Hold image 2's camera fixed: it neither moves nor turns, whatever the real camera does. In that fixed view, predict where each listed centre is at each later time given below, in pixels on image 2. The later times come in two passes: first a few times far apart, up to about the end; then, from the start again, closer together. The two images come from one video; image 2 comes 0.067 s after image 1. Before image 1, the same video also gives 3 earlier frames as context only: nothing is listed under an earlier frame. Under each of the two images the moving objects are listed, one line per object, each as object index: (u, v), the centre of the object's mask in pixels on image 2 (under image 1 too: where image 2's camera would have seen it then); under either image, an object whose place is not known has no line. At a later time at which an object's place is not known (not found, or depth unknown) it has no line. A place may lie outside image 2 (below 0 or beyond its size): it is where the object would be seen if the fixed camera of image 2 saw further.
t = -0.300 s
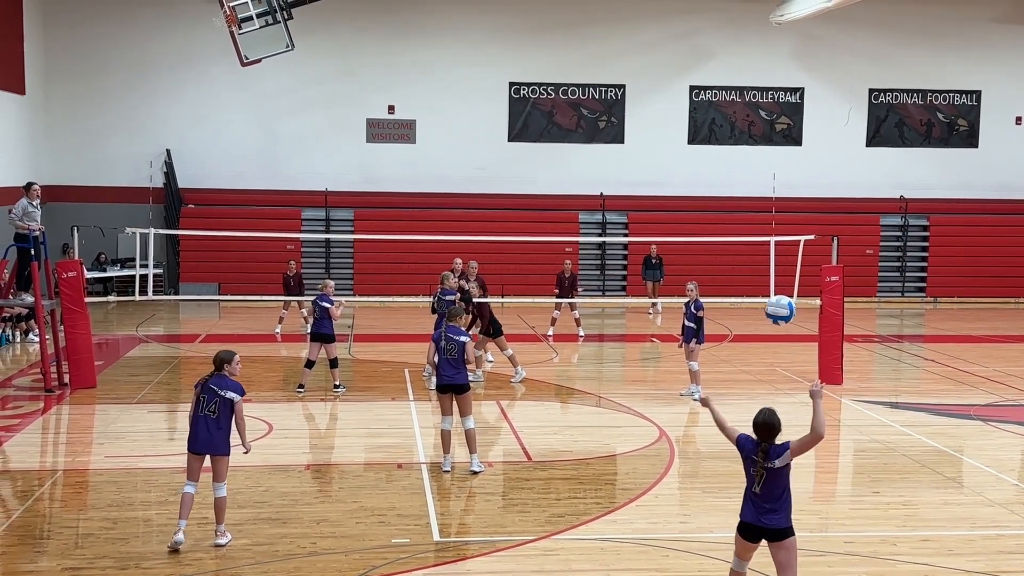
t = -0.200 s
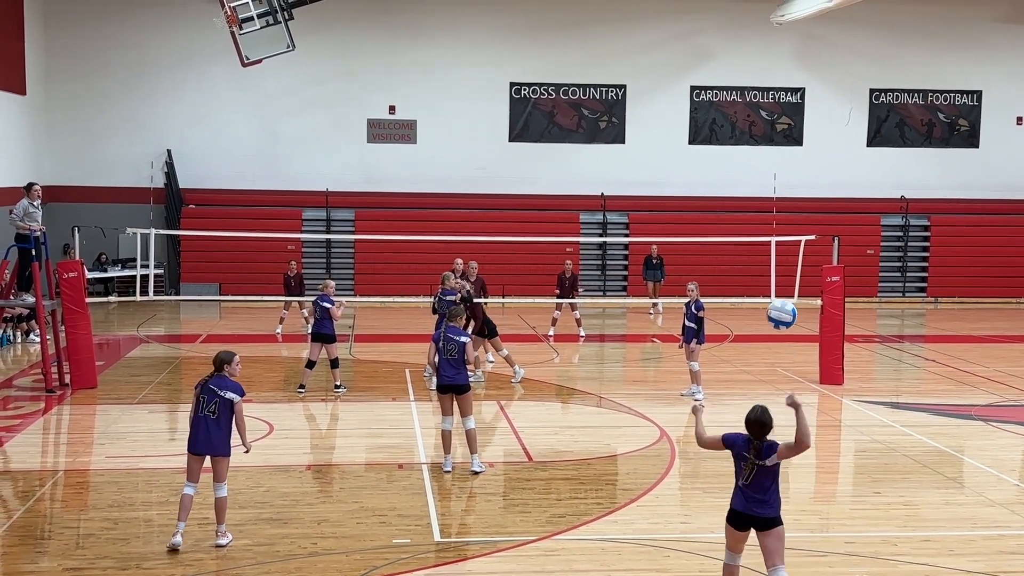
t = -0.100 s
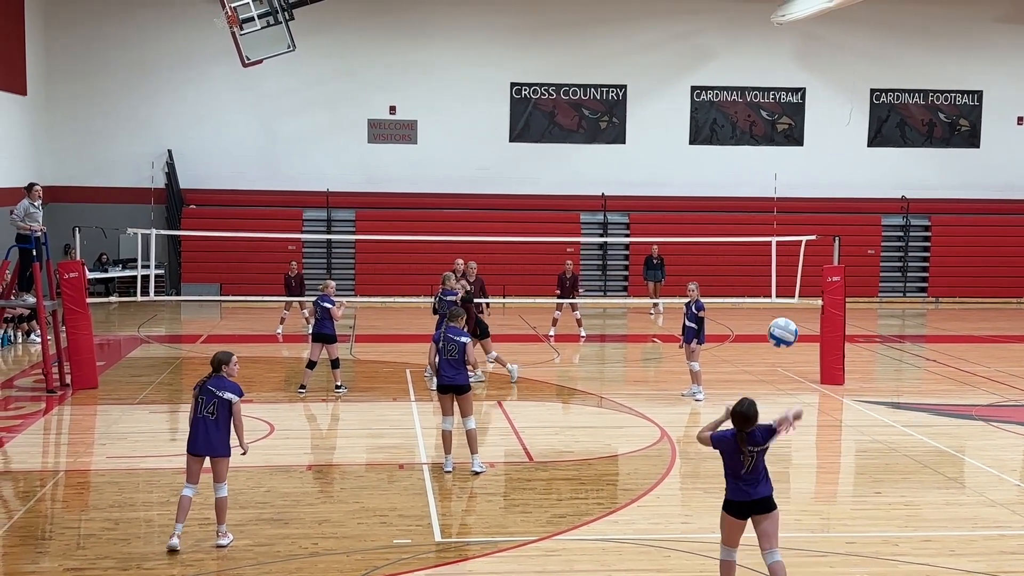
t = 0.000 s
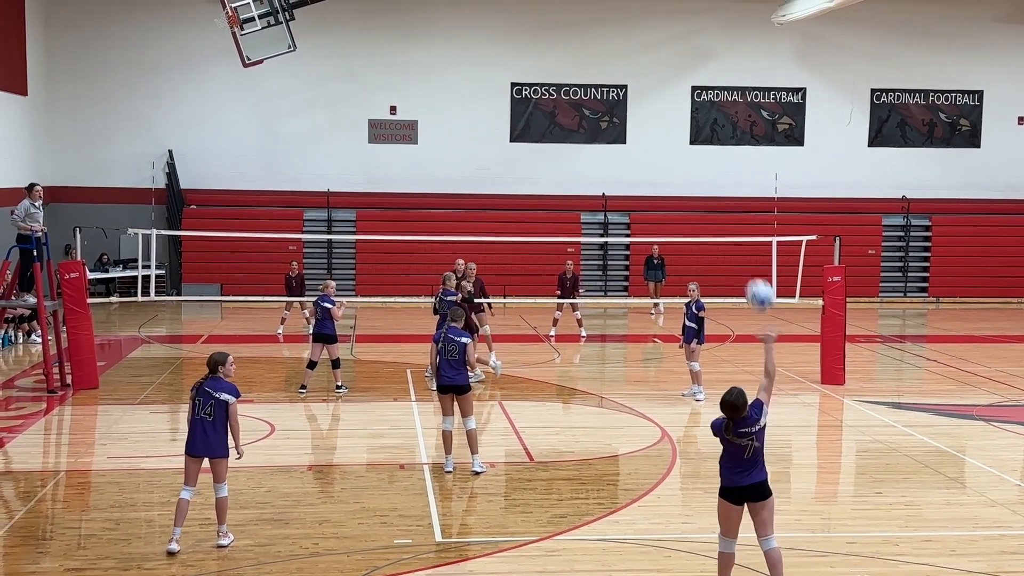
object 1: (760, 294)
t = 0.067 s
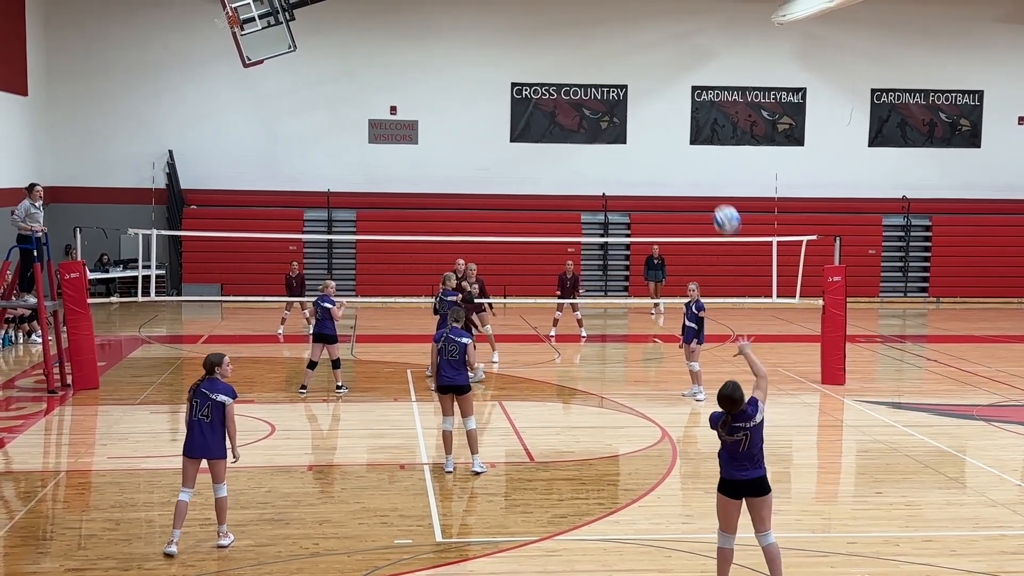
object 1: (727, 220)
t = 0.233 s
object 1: (660, 90)
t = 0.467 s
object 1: (595, 7)
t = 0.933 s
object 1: (510, 15)
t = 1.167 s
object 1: (481, 67)
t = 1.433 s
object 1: (453, 145)
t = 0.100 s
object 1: (712, 190)
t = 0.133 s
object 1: (698, 160)
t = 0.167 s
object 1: (685, 134)
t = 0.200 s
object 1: (673, 111)
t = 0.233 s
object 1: (660, 90)
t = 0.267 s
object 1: (650, 72)
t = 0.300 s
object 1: (640, 56)
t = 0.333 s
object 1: (630, 43)
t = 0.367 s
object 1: (621, 31)
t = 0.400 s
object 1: (612, 21)
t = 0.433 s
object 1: (603, 13)
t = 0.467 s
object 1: (595, 7)
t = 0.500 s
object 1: (587, 4)
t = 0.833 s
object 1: (525, 4)
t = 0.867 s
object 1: (520, 6)
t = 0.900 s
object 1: (515, 9)
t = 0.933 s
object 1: (510, 15)
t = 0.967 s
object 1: (505, 21)
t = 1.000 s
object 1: (501, 28)
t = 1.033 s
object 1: (497, 35)
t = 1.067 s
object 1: (493, 42)
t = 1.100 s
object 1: (489, 50)
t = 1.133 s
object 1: (485, 58)
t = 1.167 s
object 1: (481, 67)
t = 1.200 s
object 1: (478, 76)
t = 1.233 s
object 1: (474, 85)
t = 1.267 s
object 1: (471, 94)
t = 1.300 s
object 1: (467, 103)
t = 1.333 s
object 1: (463, 114)
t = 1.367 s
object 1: (460, 124)
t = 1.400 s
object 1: (457, 134)
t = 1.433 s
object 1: (453, 145)
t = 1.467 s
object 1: (450, 156)
